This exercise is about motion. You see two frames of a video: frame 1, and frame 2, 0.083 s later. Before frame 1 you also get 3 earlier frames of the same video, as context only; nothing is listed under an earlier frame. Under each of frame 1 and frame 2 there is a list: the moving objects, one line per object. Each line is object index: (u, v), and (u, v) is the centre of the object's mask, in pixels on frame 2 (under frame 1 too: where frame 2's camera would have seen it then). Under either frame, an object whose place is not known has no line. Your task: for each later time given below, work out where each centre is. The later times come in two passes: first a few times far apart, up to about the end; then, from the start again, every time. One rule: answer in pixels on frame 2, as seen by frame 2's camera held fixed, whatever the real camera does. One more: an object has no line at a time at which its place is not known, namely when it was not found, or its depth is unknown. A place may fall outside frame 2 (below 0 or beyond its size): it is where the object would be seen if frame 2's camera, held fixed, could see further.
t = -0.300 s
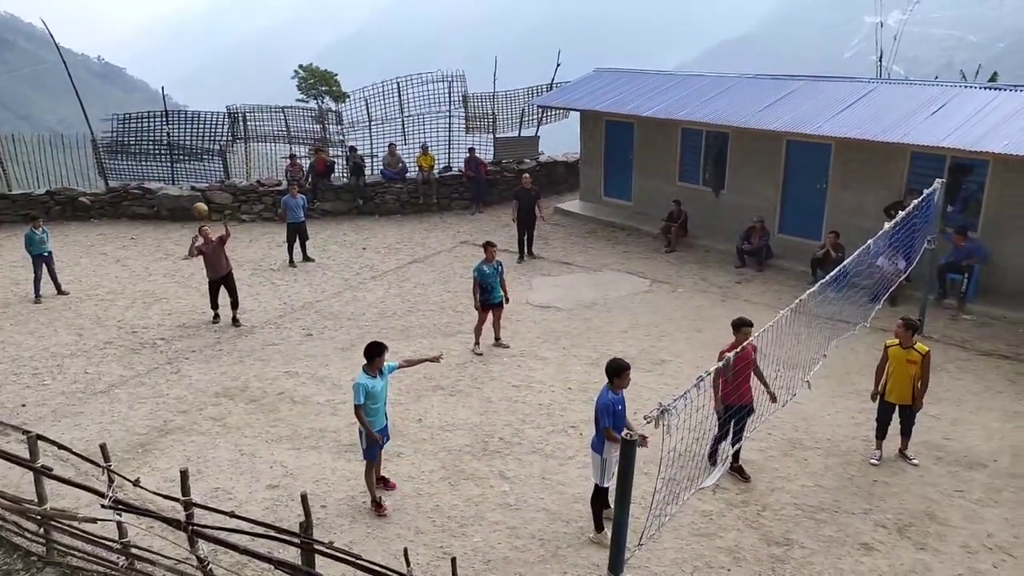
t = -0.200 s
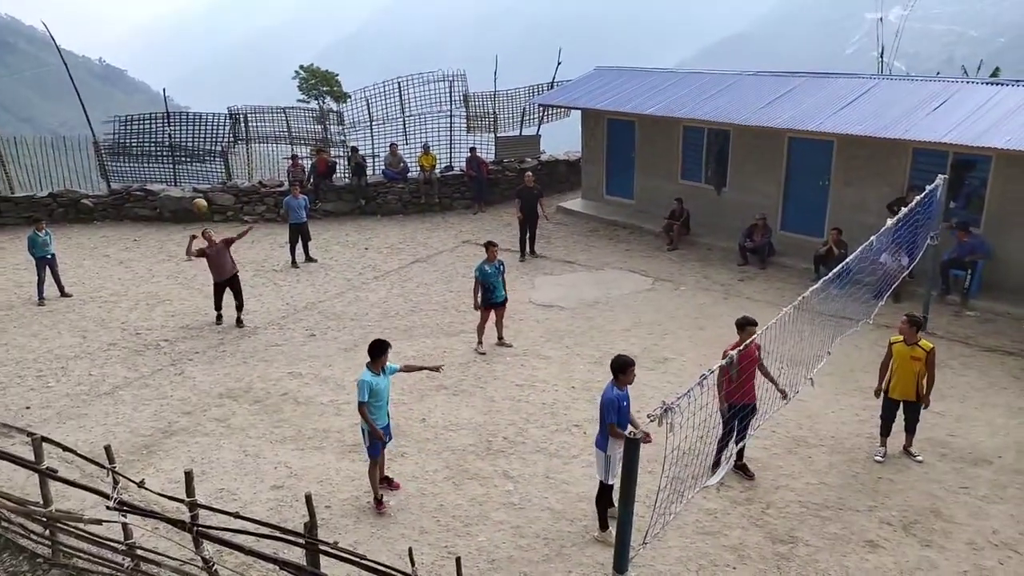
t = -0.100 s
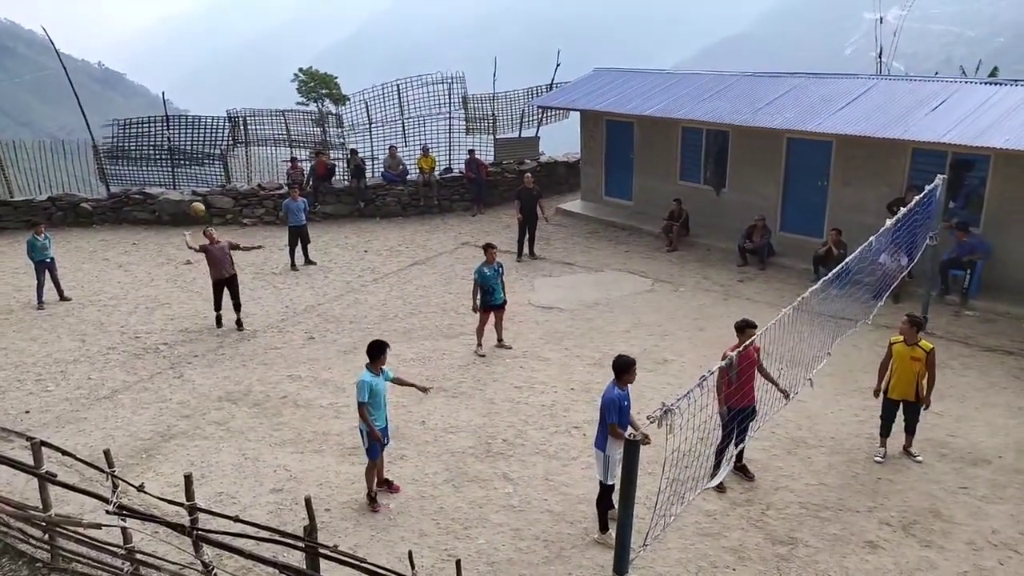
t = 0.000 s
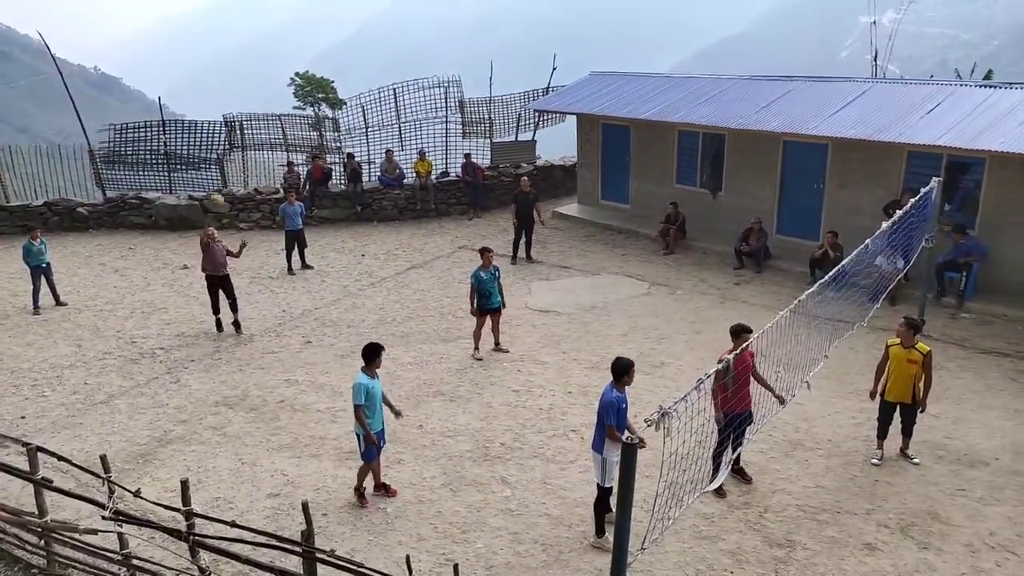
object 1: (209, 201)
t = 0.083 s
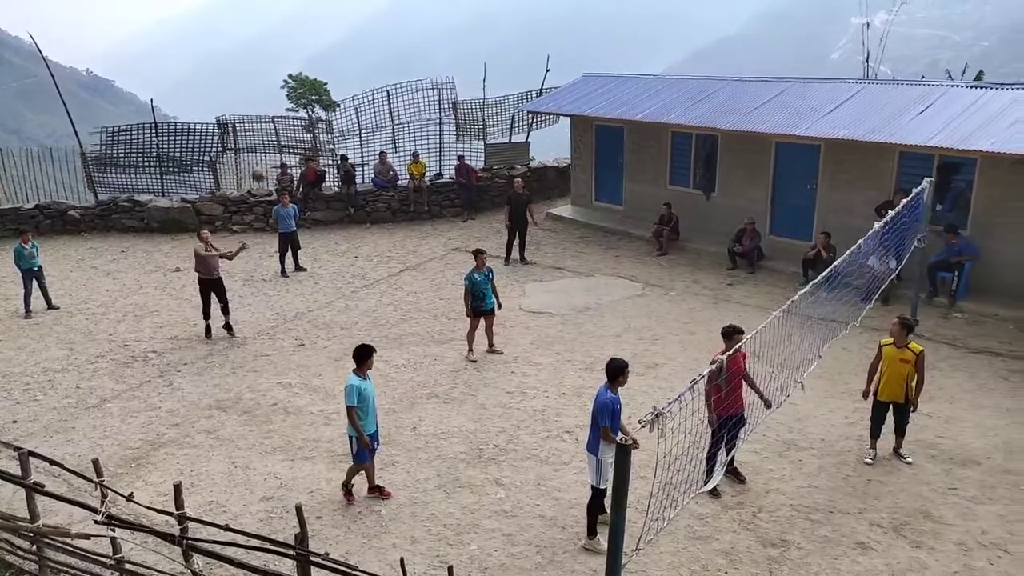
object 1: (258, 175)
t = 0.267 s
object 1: (380, 119)
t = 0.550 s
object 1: (616, 69)
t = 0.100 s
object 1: (267, 170)
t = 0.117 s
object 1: (277, 164)
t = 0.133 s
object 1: (289, 159)
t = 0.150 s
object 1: (299, 155)
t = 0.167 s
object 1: (311, 149)
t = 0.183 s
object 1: (322, 144)
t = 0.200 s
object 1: (333, 138)
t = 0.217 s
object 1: (345, 133)
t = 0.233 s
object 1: (356, 128)
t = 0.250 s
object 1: (368, 124)
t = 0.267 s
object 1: (380, 119)
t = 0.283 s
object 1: (392, 114)
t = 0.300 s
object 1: (405, 110)
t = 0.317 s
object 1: (418, 106)
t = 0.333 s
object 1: (430, 102)
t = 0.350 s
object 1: (443, 98)
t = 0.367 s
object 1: (456, 94)
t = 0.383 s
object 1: (470, 91)
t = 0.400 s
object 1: (483, 88)
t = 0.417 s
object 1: (497, 84)
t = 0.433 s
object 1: (511, 81)
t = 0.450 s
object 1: (525, 79)
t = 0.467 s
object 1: (539, 77)
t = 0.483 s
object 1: (553, 74)
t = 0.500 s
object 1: (569, 73)
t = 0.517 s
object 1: (584, 71)
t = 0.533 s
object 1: (600, 70)
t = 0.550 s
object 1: (616, 69)
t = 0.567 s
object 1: (630, 68)
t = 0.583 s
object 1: (646, 67)
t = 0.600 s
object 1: (661, 67)
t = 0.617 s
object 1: (677, 67)
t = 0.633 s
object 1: (693, 67)
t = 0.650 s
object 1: (709, 67)
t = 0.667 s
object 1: (725, 68)
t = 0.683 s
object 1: (742, 68)
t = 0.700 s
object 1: (759, 69)
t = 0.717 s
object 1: (776, 70)
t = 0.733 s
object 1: (793, 72)
